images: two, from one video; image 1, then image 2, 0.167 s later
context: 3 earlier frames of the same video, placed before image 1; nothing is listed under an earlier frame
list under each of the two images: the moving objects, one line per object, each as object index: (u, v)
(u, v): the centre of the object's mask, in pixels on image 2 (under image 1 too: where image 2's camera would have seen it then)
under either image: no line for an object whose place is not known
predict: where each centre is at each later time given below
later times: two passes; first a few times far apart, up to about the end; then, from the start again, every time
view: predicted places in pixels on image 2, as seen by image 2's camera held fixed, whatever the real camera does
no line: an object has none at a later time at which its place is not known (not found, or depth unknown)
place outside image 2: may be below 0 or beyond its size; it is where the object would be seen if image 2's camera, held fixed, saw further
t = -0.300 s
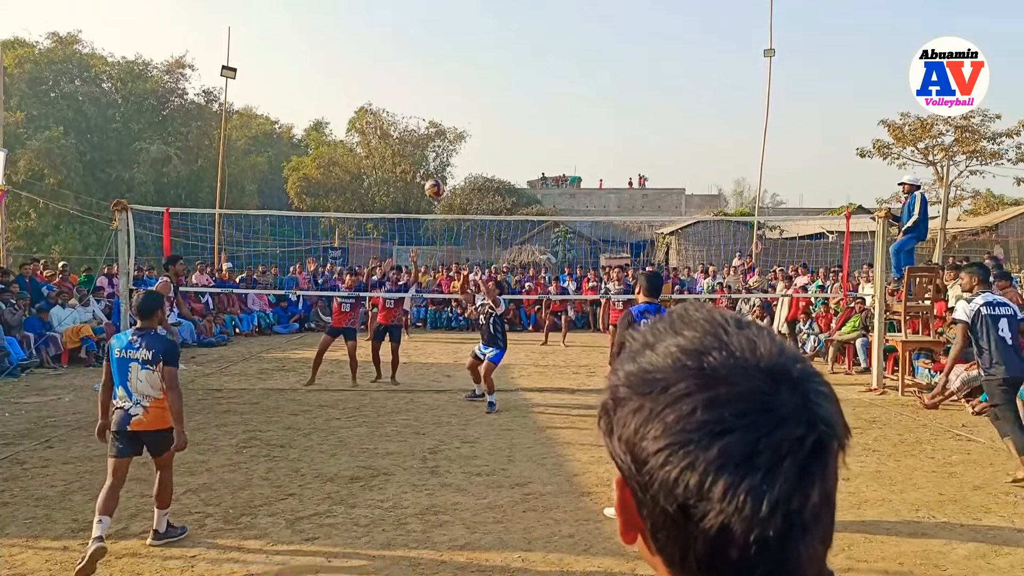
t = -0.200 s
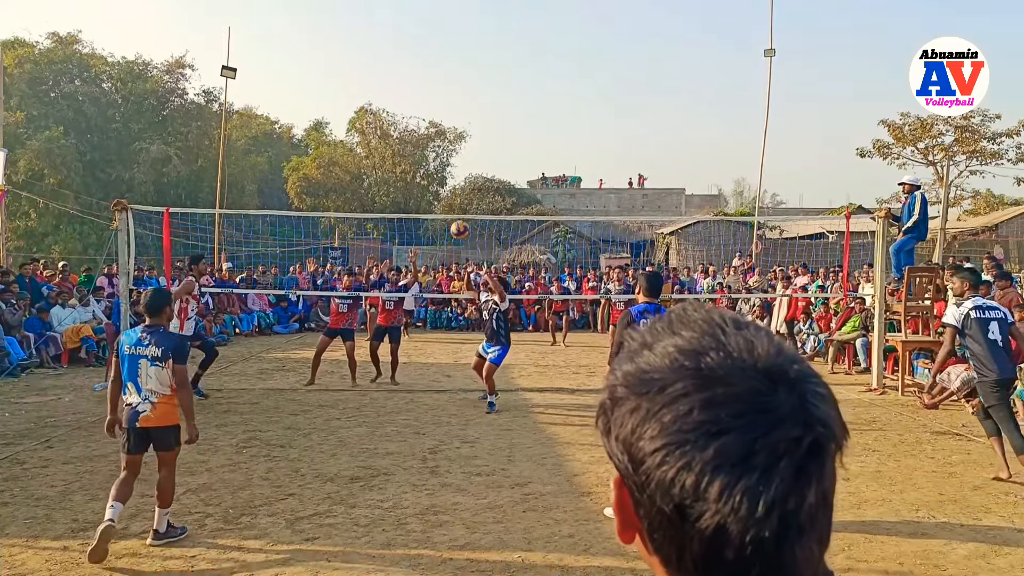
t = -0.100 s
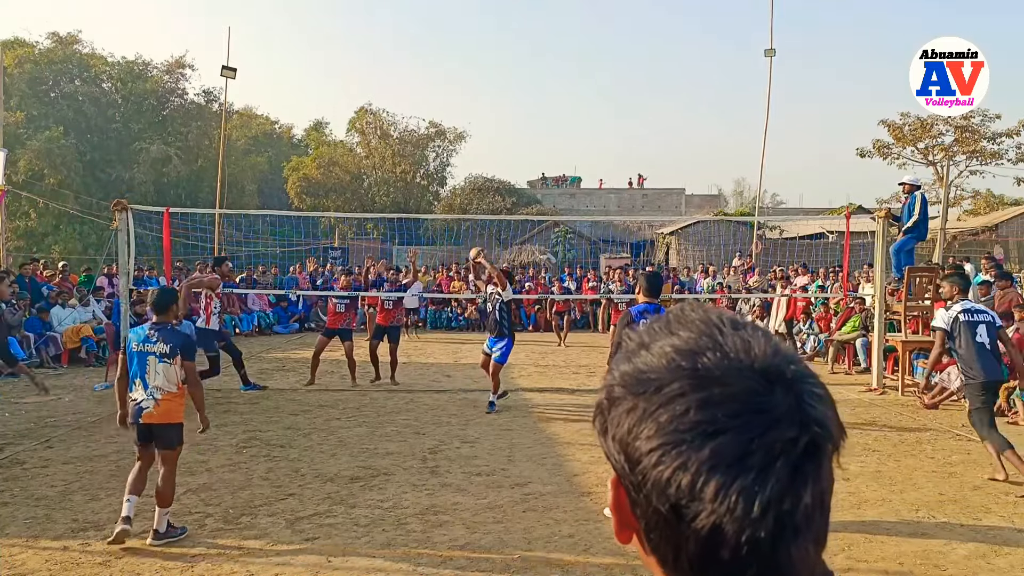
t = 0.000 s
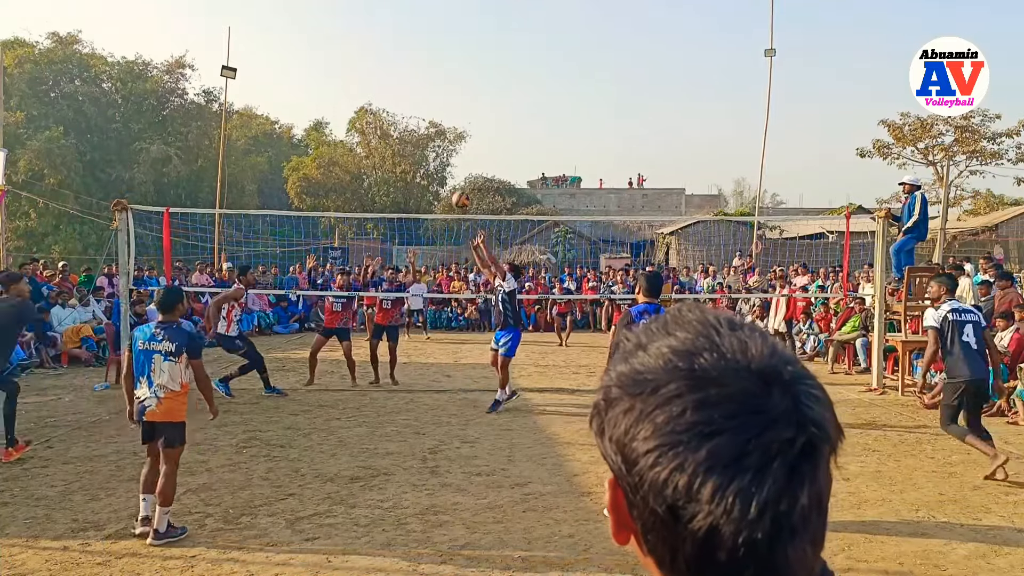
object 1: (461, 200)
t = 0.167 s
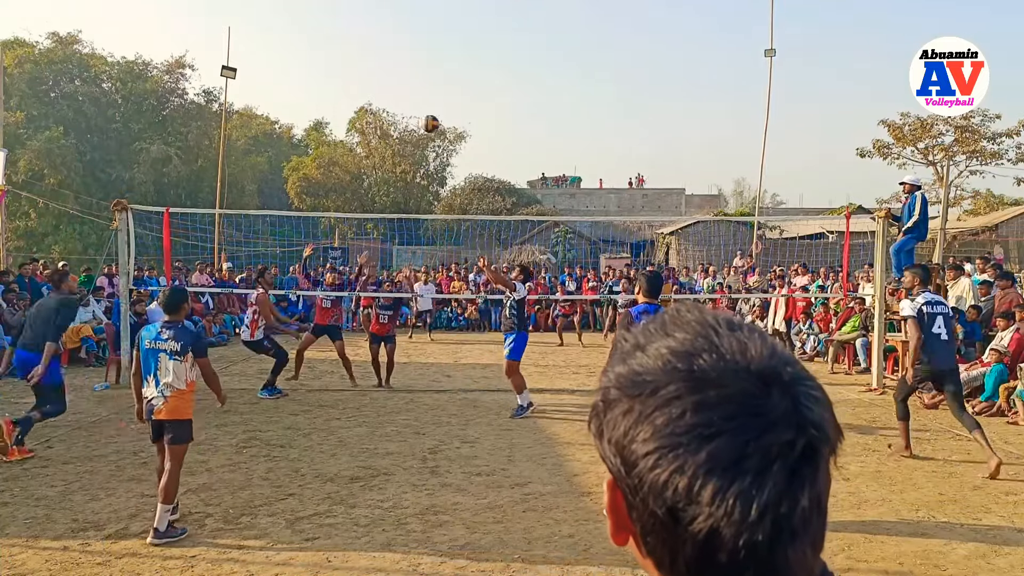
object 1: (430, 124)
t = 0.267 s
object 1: (412, 90)
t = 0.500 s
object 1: (368, 42)
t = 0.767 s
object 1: (320, 44)
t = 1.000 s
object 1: (279, 94)
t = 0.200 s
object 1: (424, 112)
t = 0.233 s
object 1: (418, 101)
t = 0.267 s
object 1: (412, 90)
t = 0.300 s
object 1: (405, 80)
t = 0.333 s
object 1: (399, 72)
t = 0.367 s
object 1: (393, 64)
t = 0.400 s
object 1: (387, 57)
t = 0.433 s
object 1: (381, 51)
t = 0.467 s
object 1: (374, 46)
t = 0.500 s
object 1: (368, 42)
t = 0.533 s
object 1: (362, 39)
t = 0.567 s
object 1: (356, 37)
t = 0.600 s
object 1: (350, 36)
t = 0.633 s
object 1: (344, 35)
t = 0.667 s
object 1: (338, 36)
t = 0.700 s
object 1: (332, 38)
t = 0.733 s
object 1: (326, 41)
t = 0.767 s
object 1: (320, 44)
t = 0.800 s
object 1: (314, 49)
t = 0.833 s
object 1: (308, 54)
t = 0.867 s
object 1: (302, 60)
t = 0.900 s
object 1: (296, 67)
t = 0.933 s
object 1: (291, 75)
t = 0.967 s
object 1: (284, 84)
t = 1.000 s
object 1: (279, 94)
